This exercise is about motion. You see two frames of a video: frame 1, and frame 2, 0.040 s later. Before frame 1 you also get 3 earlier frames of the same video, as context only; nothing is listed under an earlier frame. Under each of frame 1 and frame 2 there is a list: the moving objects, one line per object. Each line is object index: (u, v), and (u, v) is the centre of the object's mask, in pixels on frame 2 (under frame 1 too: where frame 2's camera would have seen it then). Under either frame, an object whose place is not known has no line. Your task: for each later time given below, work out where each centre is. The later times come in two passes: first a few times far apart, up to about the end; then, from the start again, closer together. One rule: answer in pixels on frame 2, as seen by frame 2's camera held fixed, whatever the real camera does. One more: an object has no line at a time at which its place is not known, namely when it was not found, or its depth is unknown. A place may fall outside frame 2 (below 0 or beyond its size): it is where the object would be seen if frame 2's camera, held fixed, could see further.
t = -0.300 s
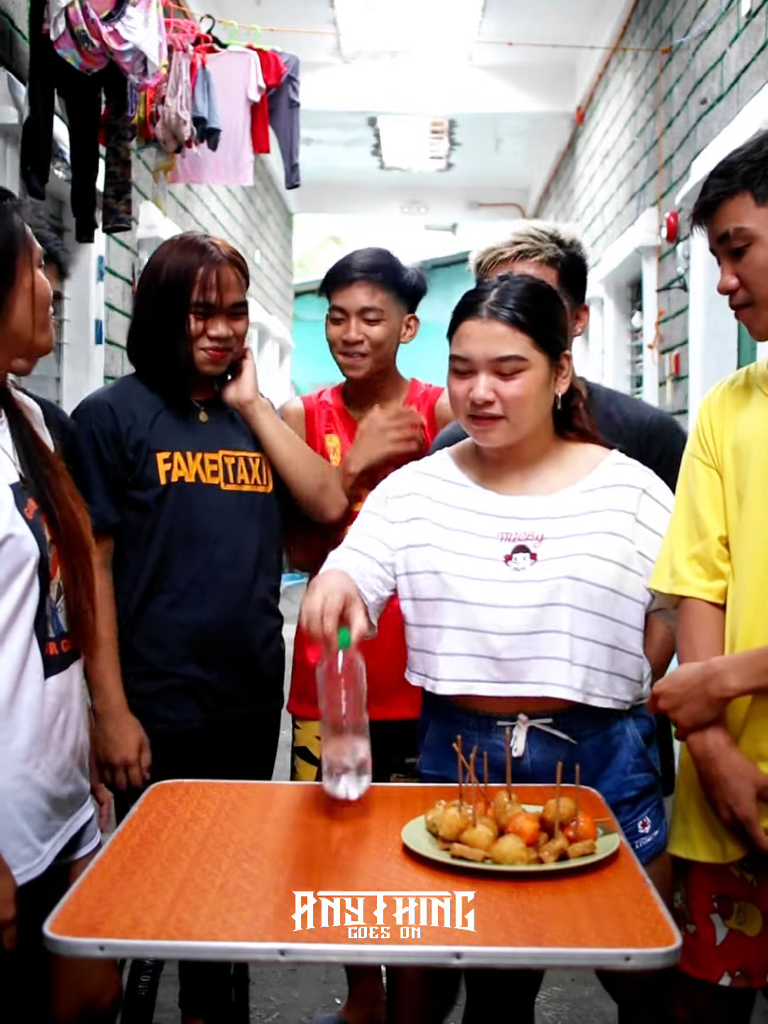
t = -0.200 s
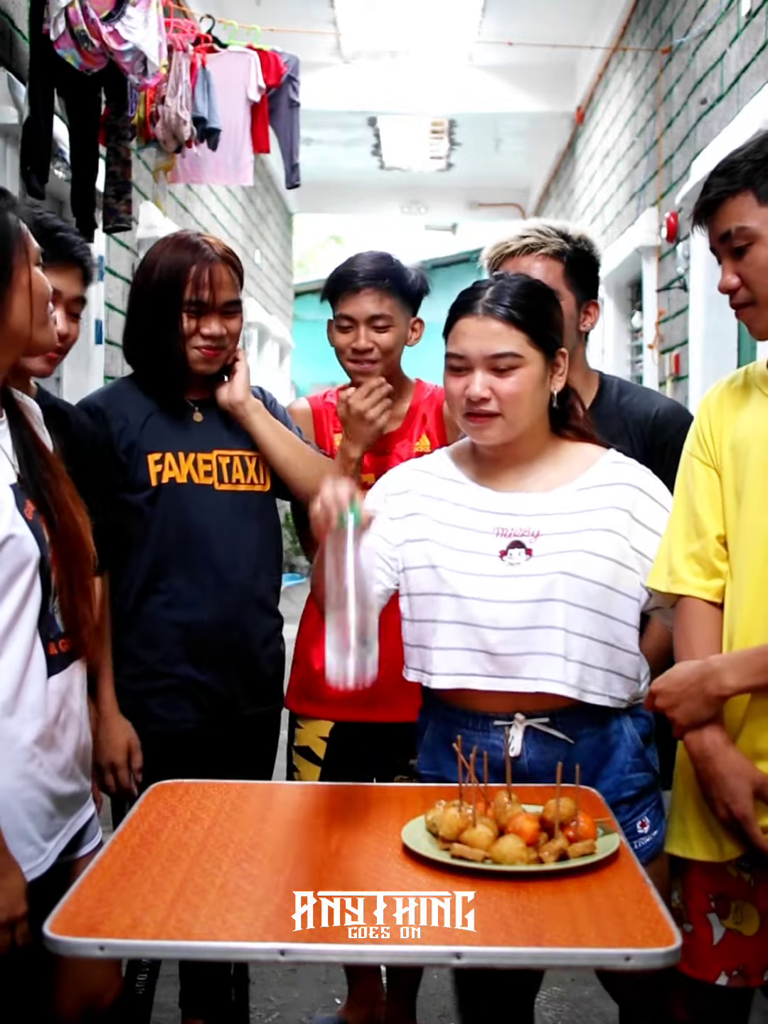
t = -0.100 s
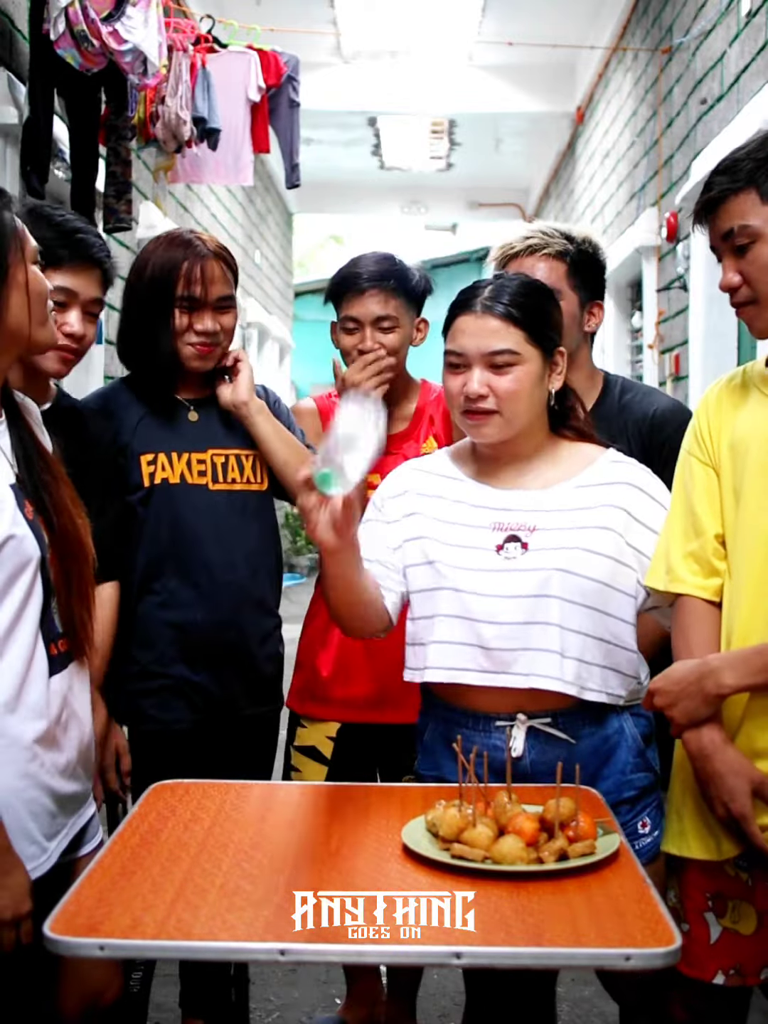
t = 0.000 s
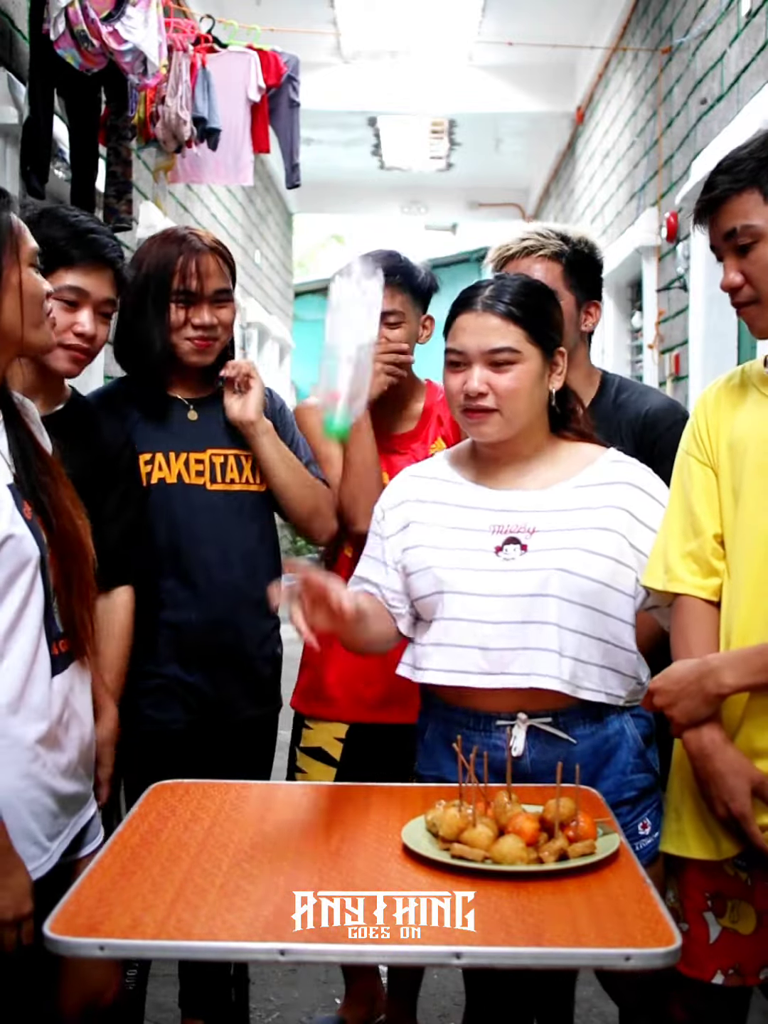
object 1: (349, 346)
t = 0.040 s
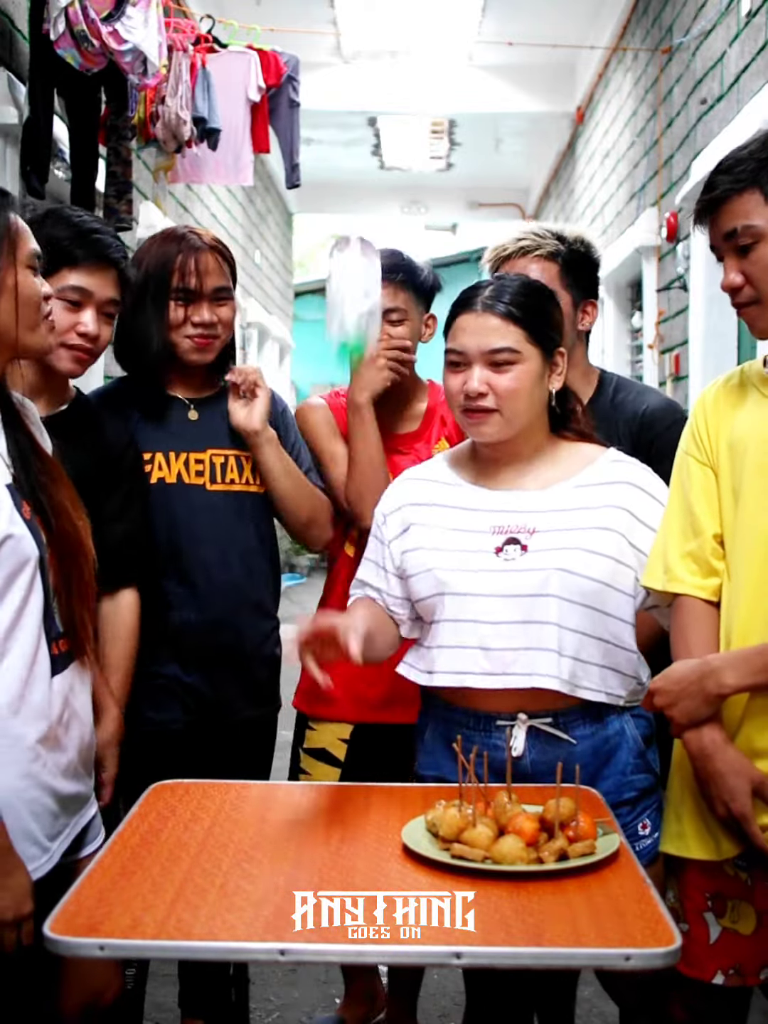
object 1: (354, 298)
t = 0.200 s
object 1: (362, 262)
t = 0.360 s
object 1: (352, 493)
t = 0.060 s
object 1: (356, 279)
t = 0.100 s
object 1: (356, 252)
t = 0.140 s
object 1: (361, 239)
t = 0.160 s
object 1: (361, 243)
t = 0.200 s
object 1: (362, 262)
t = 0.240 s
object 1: (360, 298)
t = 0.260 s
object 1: (358, 325)
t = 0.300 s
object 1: (357, 379)
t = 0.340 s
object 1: (354, 453)
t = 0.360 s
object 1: (352, 493)
